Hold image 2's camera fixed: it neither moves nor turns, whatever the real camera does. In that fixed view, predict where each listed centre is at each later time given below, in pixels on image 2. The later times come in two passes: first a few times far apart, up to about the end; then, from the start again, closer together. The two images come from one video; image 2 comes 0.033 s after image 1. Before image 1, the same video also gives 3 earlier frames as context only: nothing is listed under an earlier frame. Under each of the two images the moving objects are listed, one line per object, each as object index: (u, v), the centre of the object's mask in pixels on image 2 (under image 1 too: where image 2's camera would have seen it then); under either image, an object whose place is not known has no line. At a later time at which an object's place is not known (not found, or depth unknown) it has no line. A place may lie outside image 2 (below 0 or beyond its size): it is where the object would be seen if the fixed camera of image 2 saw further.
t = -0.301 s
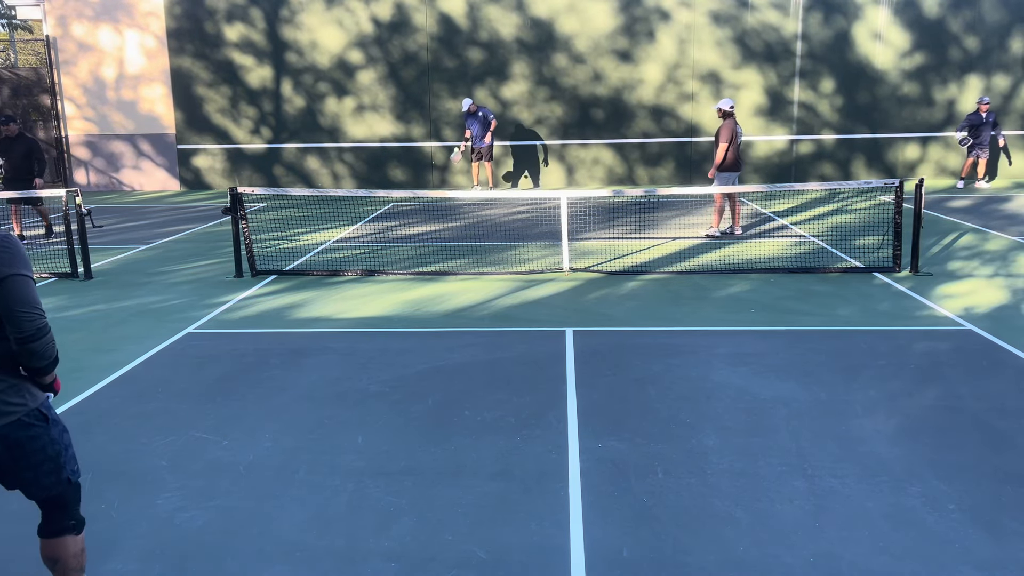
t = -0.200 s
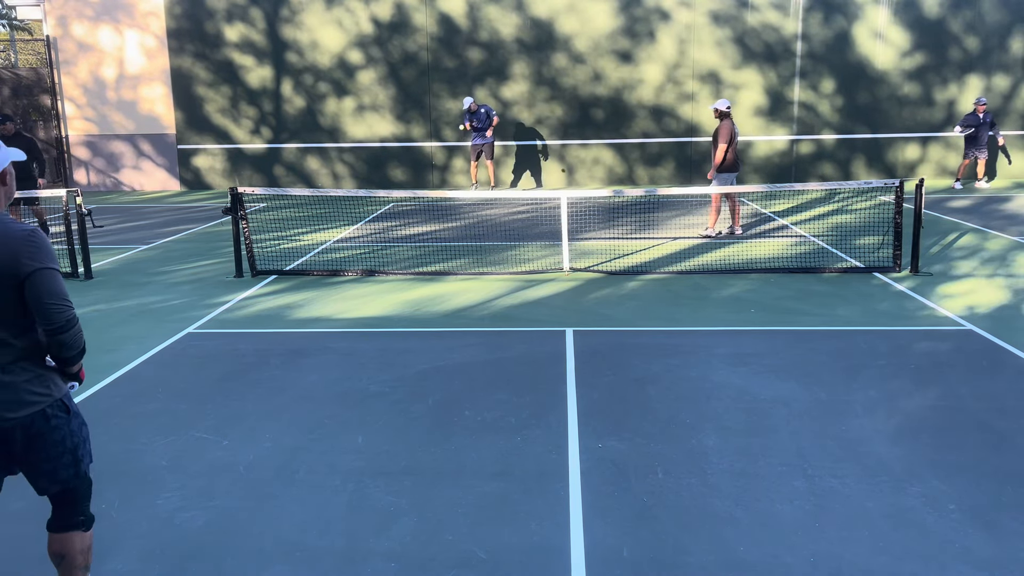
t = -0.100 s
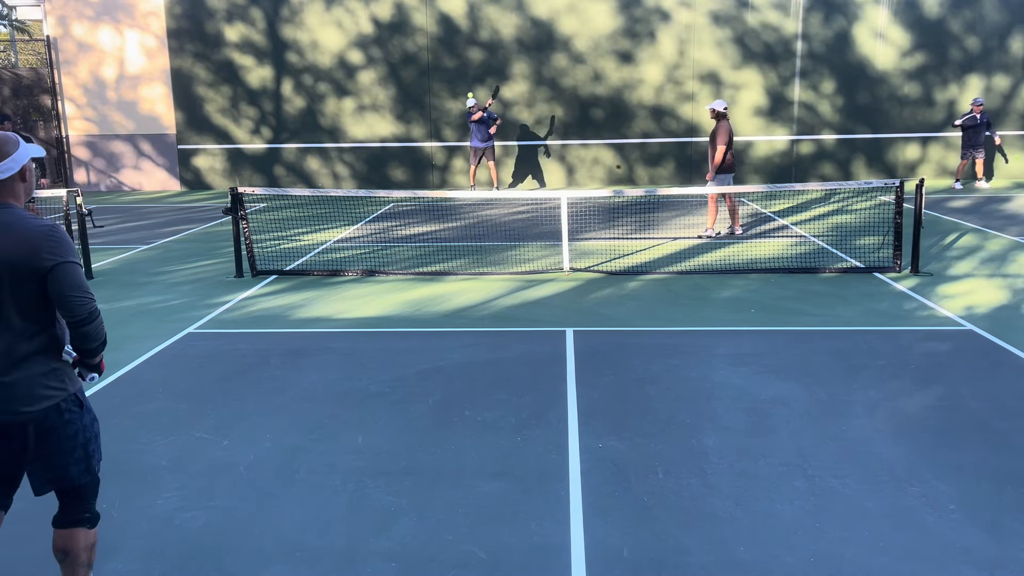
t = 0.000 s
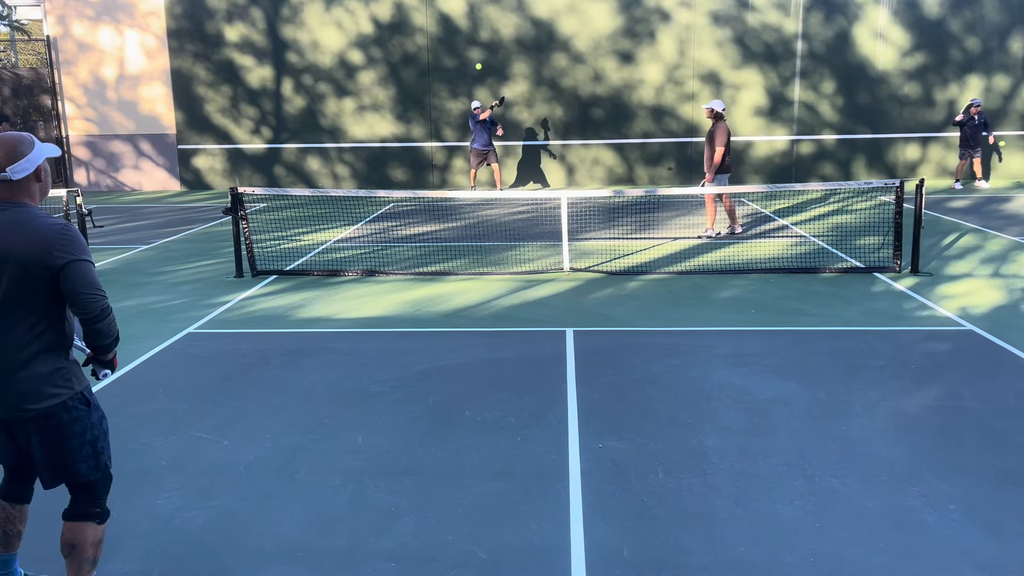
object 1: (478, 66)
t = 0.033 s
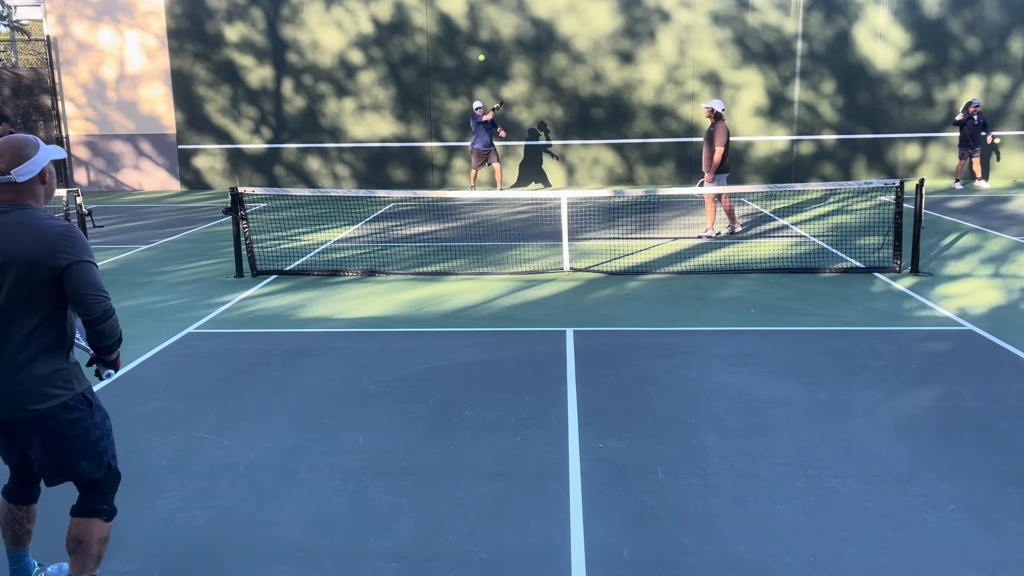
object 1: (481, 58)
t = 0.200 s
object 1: (495, 22)
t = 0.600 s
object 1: (531, 40)
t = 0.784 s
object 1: (546, 146)
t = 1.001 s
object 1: (558, 433)
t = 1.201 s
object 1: (563, 463)
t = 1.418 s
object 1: (563, 463)
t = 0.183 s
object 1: (494, 25)
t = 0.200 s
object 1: (495, 22)
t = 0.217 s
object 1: (497, 20)
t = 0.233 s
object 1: (499, 18)
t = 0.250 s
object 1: (500, 15)
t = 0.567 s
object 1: (528, 30)
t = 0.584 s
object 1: (530, 35)
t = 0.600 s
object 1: (531, 40)
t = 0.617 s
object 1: (532, 46)
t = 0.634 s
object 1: (534, 53)
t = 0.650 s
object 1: (535, 60)
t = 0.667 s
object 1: (537, 68)
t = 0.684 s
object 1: (538, 77)
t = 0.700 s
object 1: (539, 86)
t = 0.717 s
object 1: (541, 96)
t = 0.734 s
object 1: (542, 108)
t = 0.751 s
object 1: (543, 119)
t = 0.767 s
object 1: (544, 132)
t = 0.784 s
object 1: (546, 146)
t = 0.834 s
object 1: (550, 194)
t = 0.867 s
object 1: (551, 230)
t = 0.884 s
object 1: (552, 250)
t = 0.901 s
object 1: (553, 272)
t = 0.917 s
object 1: (554, 296)
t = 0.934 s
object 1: (555, 319)
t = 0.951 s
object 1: (556, 345)
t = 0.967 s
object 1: (557, 372)
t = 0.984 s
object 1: (557, 402)
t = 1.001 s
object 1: (558, 433)
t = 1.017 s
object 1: (559, 466)
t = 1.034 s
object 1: (559, 501)
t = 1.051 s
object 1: (560, 531)
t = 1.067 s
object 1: (560, 522)
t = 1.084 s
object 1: (561, 513)
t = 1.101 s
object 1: (561, 504)
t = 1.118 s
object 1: (561, 496)
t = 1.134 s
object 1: (562, 489)
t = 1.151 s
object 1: (562, 481)
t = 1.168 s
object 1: (562, 475)
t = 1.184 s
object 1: (563, 468)
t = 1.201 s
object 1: (563, 463)
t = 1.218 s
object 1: (563, 458)
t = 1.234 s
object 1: (563, 453)
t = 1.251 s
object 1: (563, 450)
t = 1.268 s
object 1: (563, 447)
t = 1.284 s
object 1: (563, 445)
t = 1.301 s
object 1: (563, 444)
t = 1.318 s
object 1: (563, 443)
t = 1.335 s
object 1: (563, 444)
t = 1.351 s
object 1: (563, 445)
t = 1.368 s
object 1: (563, 448)
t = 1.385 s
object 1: (563, 452)
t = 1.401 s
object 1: (563, 457)
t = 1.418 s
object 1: (563, 463)
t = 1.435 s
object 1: (562, 471)
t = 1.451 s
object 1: (562, 480)
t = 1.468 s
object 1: (562, 492)
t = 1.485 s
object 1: (562, 505)
